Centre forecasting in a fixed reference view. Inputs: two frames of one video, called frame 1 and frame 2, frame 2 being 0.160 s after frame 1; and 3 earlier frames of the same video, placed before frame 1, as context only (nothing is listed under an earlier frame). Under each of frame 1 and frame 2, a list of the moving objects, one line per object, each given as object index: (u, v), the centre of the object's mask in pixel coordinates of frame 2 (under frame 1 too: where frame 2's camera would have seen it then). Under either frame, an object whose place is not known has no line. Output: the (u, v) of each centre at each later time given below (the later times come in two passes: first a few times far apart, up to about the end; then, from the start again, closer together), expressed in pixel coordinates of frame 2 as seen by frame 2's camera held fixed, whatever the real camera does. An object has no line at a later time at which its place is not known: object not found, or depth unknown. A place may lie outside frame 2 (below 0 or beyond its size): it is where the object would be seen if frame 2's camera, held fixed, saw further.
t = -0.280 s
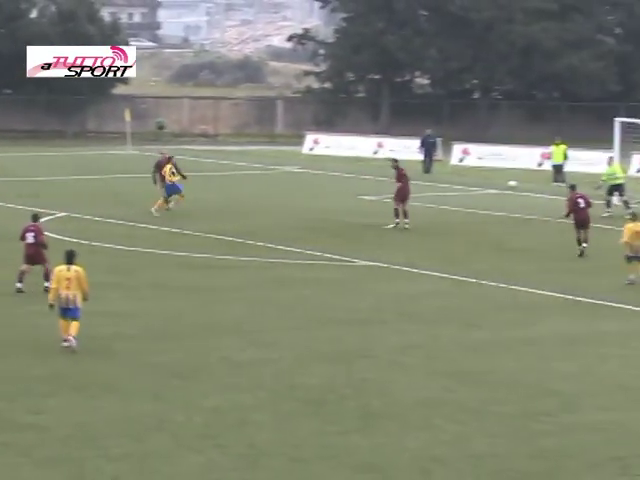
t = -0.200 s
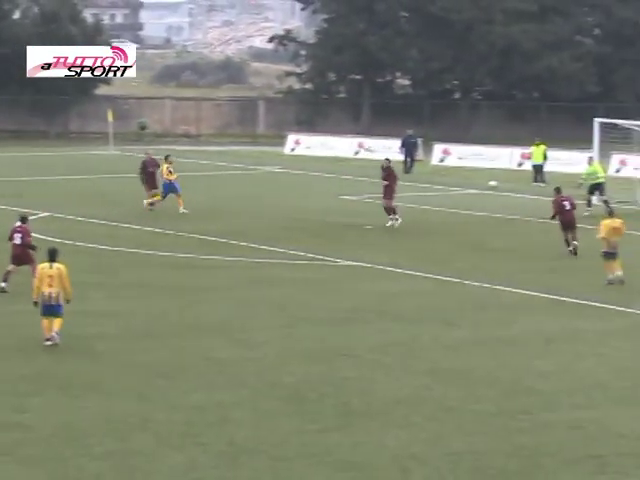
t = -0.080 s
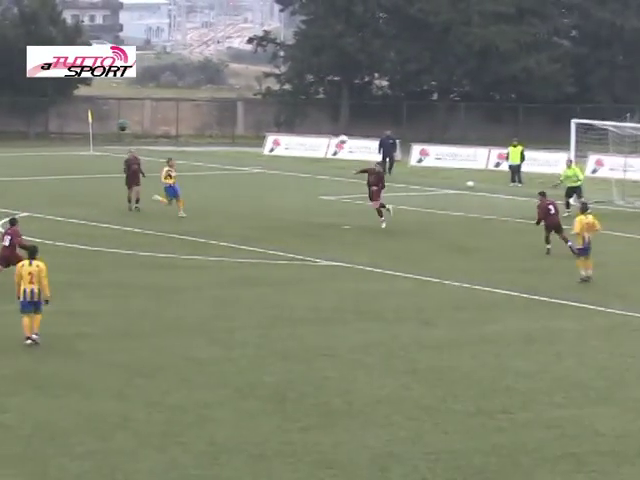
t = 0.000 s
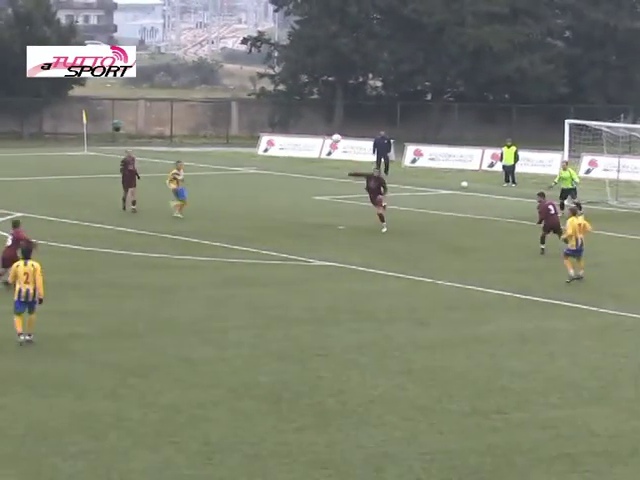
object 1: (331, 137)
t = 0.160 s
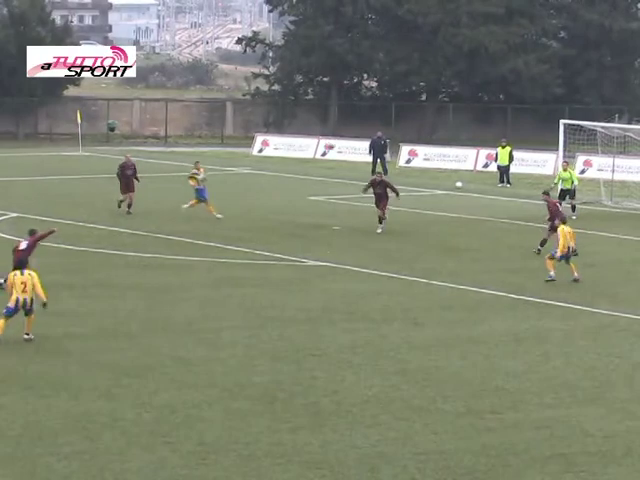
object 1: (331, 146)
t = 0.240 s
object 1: (331, 153)
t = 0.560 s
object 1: (339, 215)
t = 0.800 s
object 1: (350, 289)
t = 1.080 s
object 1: (366, 248)
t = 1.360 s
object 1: (382, 248)
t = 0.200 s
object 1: (331, 149)
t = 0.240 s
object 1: (331, 153)
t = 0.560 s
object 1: (339, 215)
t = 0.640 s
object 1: (343, 240)
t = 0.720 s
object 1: (346, 269)
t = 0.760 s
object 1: (348, 284)
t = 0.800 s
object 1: (350, 289)
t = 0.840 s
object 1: (352, 281)
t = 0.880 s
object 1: (355, 273)
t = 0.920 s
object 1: (356, 266)
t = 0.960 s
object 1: (358, 261)
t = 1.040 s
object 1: (363, 251)
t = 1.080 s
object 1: (366, 248)
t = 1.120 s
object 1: (367, 245)
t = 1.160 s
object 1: (370, 244)
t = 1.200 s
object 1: (372, 243)
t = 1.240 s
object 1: (375, 243)
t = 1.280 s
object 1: (377, 244)
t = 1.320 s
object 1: (380, 245)
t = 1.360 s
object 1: (382, 248)
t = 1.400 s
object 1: (385, 252)
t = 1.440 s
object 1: (387, 255)
